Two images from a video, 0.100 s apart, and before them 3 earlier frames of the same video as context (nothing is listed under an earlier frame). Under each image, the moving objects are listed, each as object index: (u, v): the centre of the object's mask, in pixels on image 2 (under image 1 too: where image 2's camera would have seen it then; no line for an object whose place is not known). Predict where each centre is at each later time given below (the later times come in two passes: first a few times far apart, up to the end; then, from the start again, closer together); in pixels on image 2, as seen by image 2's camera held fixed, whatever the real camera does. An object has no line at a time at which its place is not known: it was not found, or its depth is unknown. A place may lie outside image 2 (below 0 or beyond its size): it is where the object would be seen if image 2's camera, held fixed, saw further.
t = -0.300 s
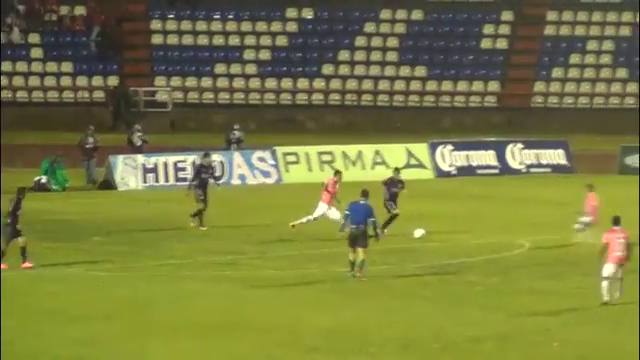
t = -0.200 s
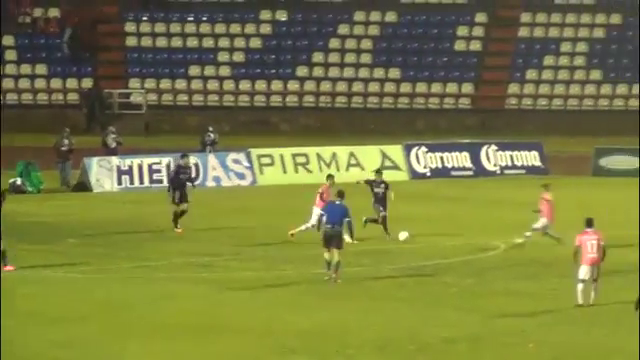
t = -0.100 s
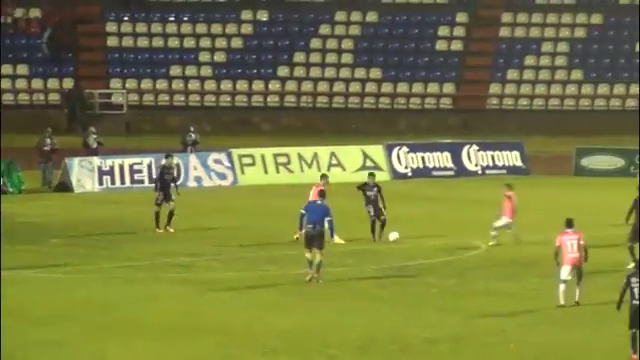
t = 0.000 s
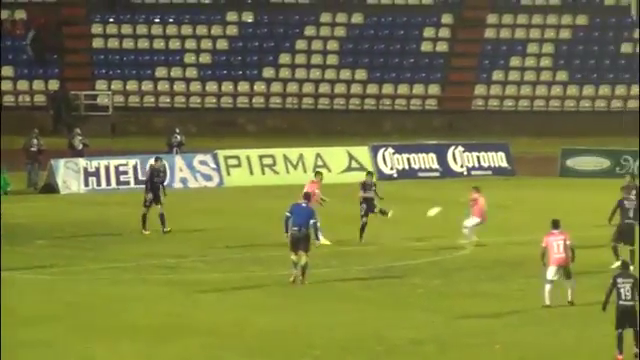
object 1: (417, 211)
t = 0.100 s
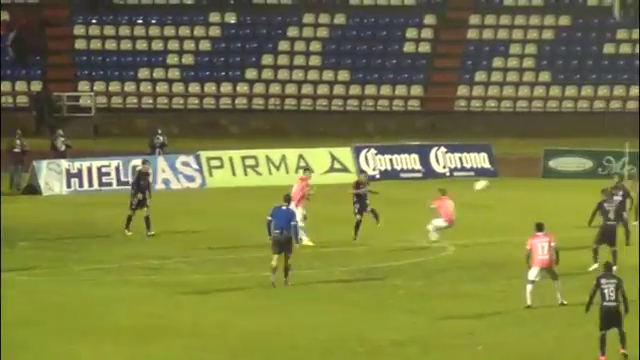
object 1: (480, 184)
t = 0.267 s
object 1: (588, 145)
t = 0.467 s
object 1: (719, 112)
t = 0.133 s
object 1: (502, 175)
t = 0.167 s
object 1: (523, 167)
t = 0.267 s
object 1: (588, 145)
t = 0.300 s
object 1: (608, 139)
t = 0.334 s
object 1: (631, 133)
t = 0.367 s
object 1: (653, 127)
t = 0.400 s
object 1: (677, 121)
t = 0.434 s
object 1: (698, 116)
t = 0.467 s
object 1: (719, 112)
